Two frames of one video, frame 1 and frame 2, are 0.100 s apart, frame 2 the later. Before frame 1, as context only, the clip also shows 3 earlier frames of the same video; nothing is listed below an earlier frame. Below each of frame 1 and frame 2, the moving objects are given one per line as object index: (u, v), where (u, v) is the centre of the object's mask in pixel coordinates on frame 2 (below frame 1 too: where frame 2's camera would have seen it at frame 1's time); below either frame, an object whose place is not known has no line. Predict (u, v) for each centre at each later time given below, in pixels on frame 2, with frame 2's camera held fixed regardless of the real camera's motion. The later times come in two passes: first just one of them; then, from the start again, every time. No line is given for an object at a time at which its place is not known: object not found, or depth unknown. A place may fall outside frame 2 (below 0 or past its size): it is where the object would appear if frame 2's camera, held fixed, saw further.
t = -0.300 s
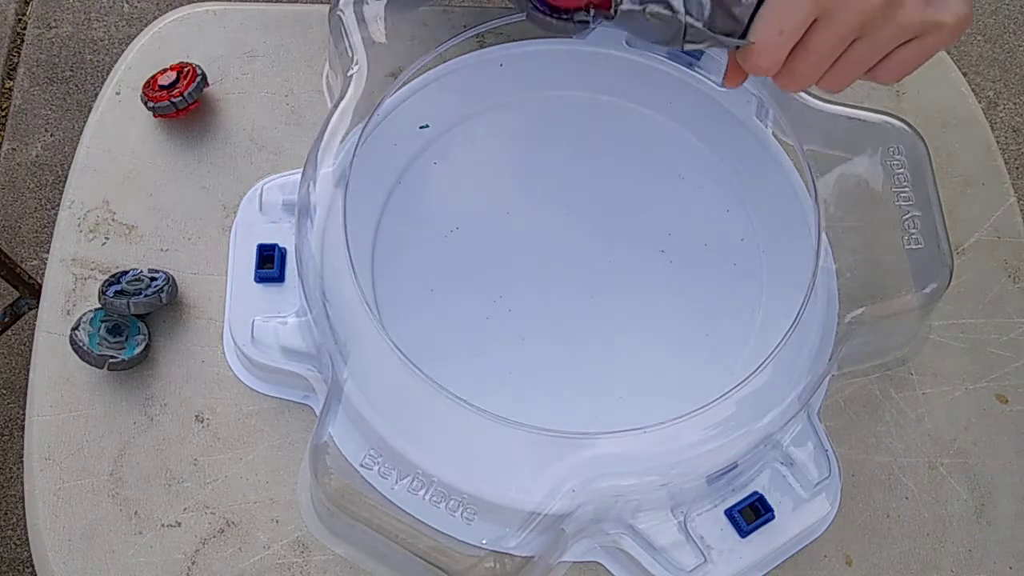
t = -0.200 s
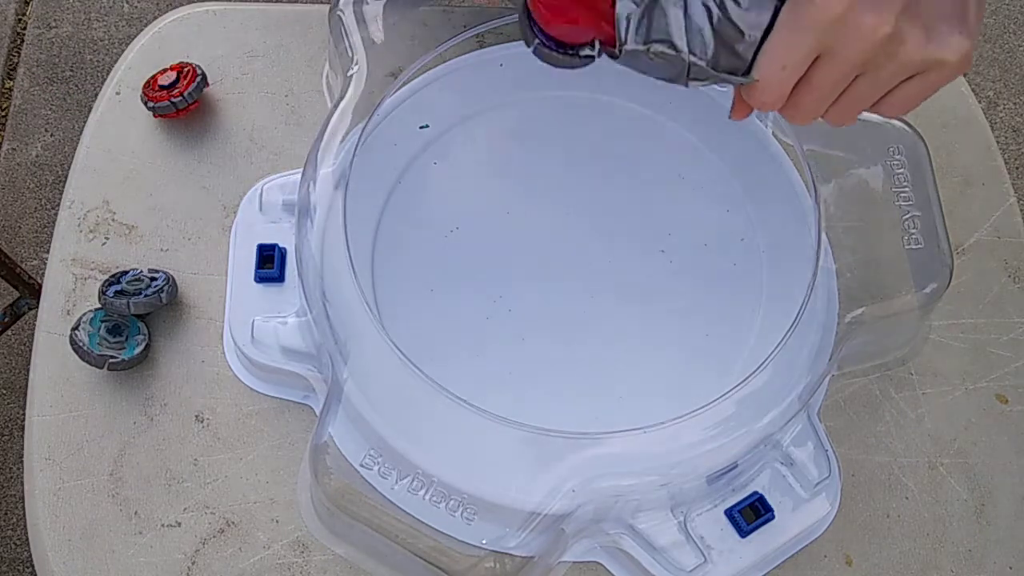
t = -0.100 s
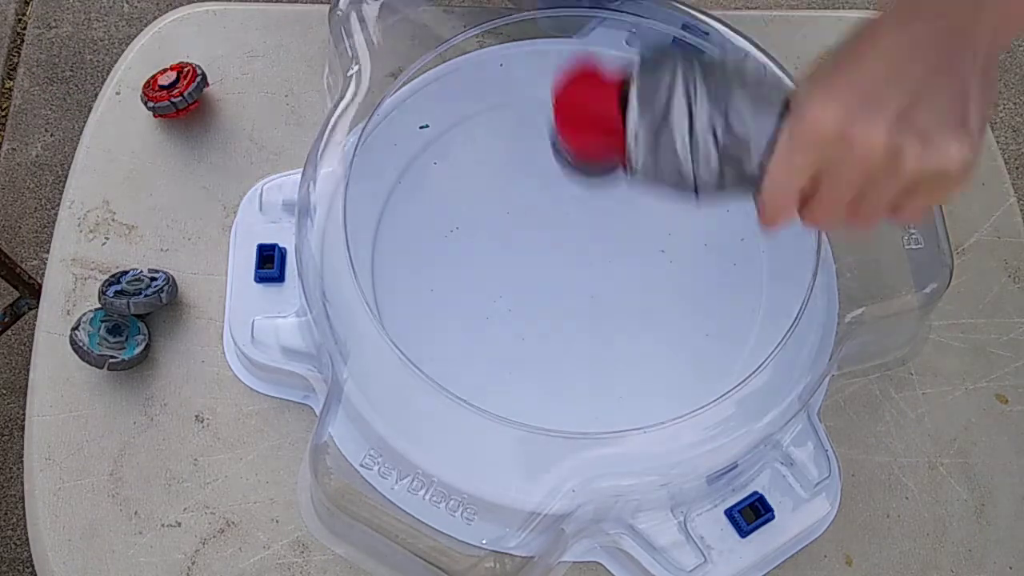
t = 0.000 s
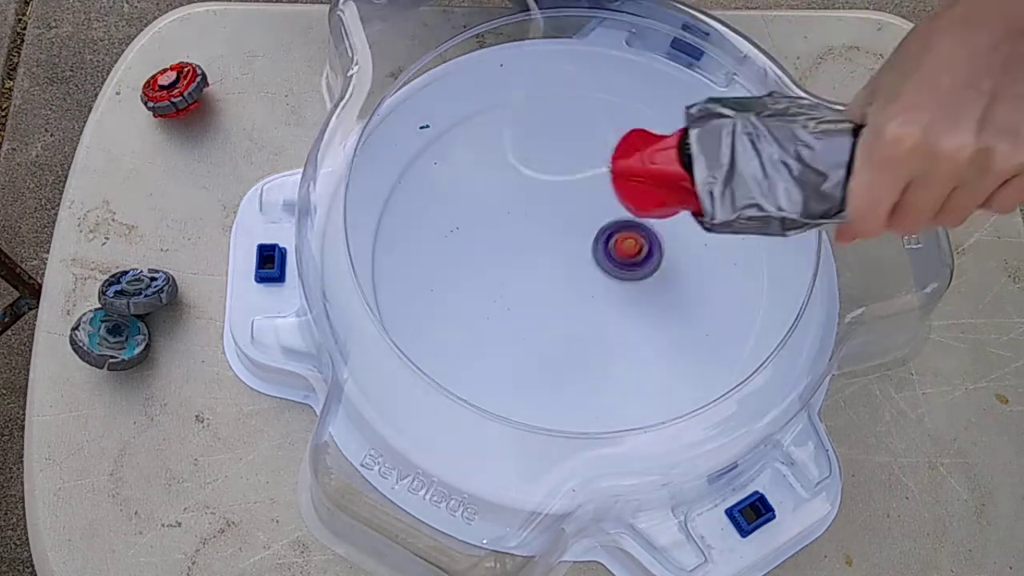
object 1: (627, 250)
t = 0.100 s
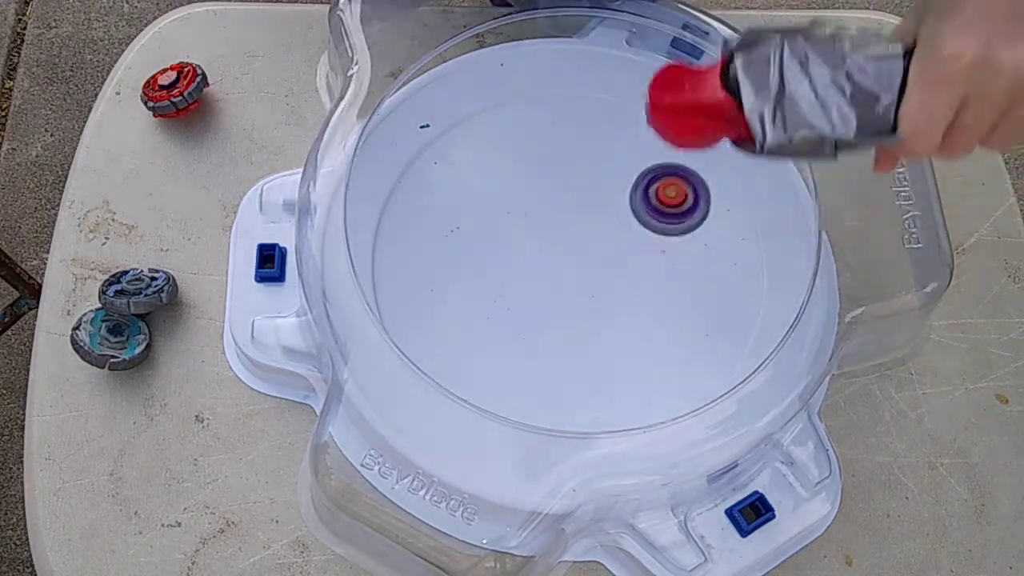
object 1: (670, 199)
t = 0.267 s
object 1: (673, 252)
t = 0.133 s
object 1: (679, 197)
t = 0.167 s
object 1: (684, 204)
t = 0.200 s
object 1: (685, 220)
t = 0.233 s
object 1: (682, 242)
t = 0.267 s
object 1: (673, 252)
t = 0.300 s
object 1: (662, 238)
